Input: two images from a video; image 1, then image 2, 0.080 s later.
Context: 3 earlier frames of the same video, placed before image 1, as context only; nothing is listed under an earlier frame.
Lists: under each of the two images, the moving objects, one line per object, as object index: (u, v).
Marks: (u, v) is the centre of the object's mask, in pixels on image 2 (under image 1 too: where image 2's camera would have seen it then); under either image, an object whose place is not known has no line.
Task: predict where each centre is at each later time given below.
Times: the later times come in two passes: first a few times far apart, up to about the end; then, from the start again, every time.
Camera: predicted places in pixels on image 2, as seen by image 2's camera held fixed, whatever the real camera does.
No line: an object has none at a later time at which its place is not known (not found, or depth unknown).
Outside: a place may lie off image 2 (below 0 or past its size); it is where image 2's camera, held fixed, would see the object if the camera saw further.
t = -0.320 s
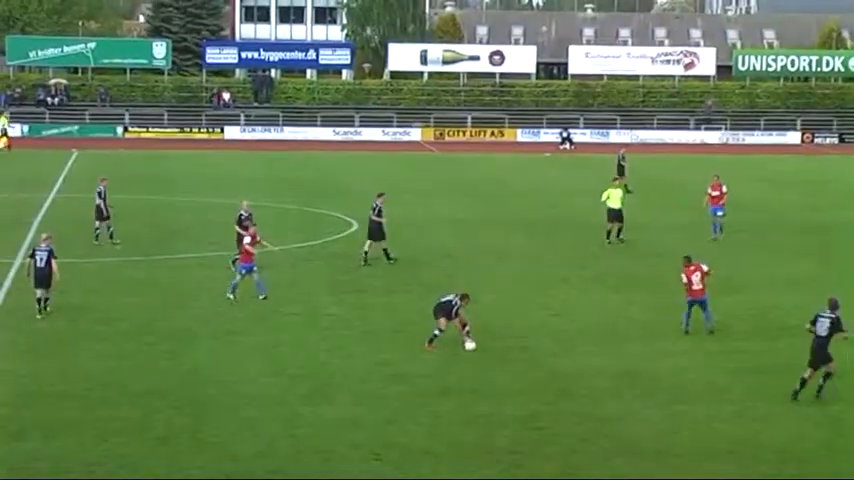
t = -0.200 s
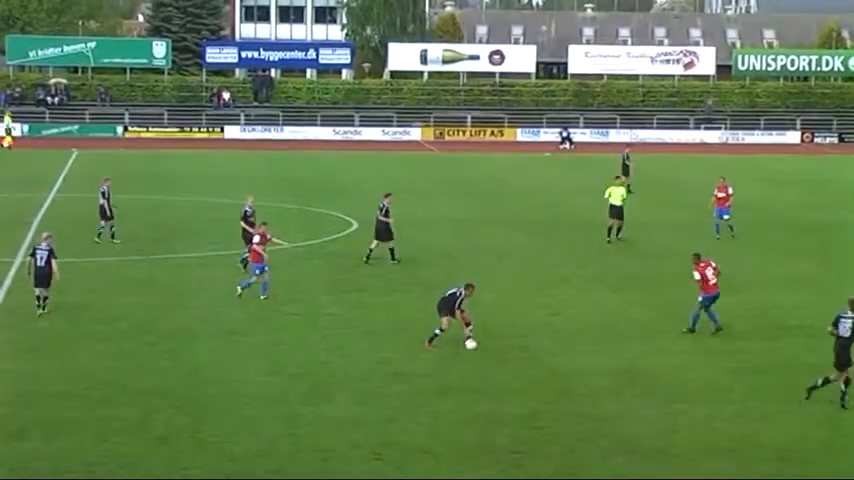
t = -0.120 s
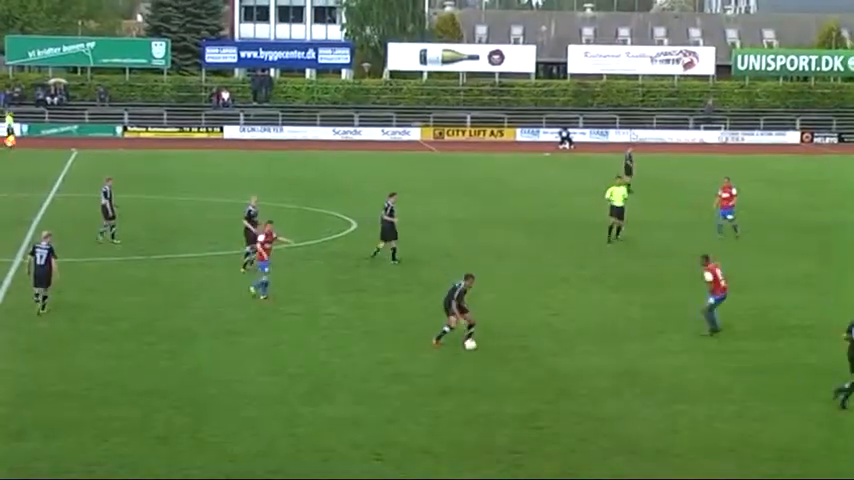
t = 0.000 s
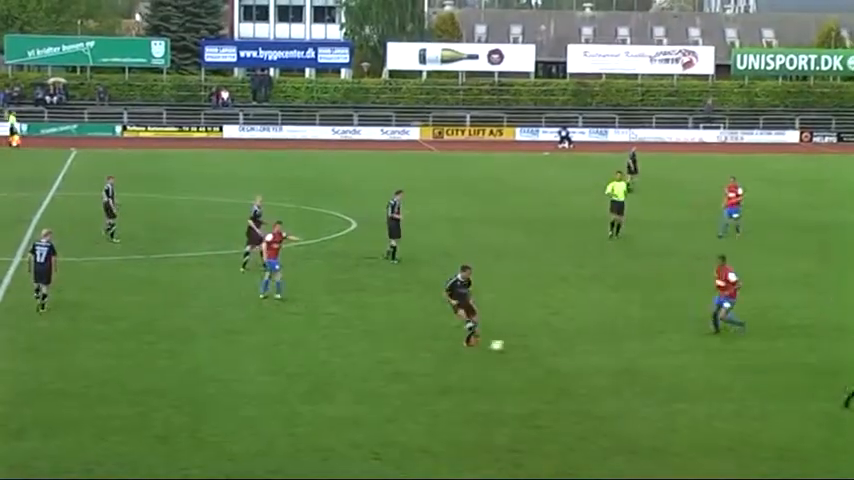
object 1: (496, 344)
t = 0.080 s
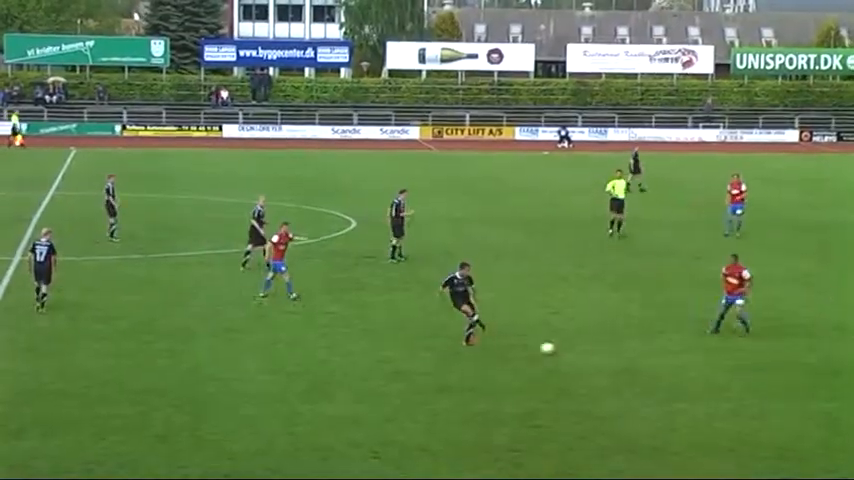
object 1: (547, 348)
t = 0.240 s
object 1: (643, 355)
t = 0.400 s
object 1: (733, 362)
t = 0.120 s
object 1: (572, 350)
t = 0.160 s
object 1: (597, 352)
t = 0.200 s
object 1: (621, 354)
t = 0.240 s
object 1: (643, 355)
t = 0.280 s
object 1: (666, 357)
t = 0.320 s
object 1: (689, 358)
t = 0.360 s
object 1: (711, 359)
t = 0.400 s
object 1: (733, 362)
